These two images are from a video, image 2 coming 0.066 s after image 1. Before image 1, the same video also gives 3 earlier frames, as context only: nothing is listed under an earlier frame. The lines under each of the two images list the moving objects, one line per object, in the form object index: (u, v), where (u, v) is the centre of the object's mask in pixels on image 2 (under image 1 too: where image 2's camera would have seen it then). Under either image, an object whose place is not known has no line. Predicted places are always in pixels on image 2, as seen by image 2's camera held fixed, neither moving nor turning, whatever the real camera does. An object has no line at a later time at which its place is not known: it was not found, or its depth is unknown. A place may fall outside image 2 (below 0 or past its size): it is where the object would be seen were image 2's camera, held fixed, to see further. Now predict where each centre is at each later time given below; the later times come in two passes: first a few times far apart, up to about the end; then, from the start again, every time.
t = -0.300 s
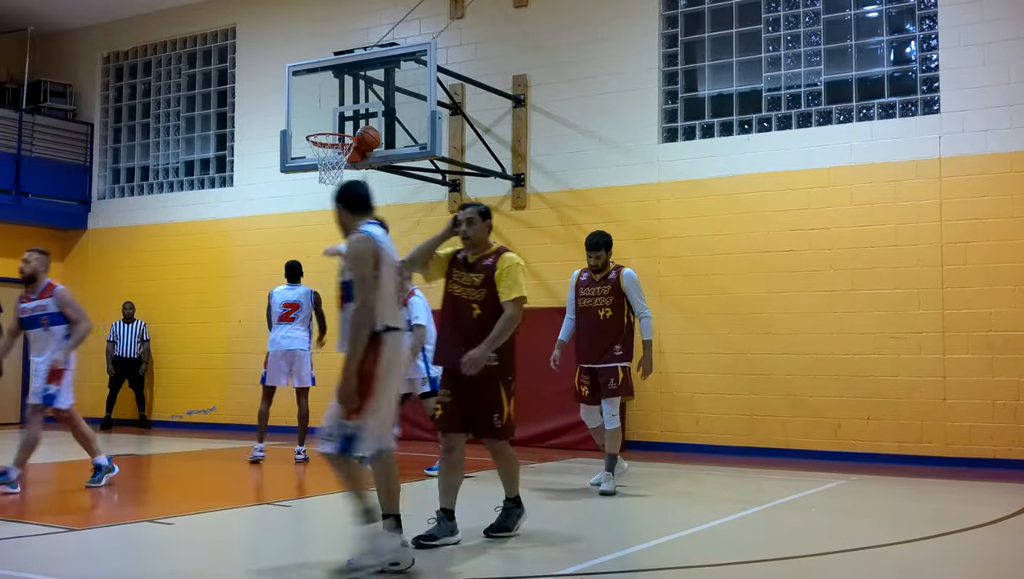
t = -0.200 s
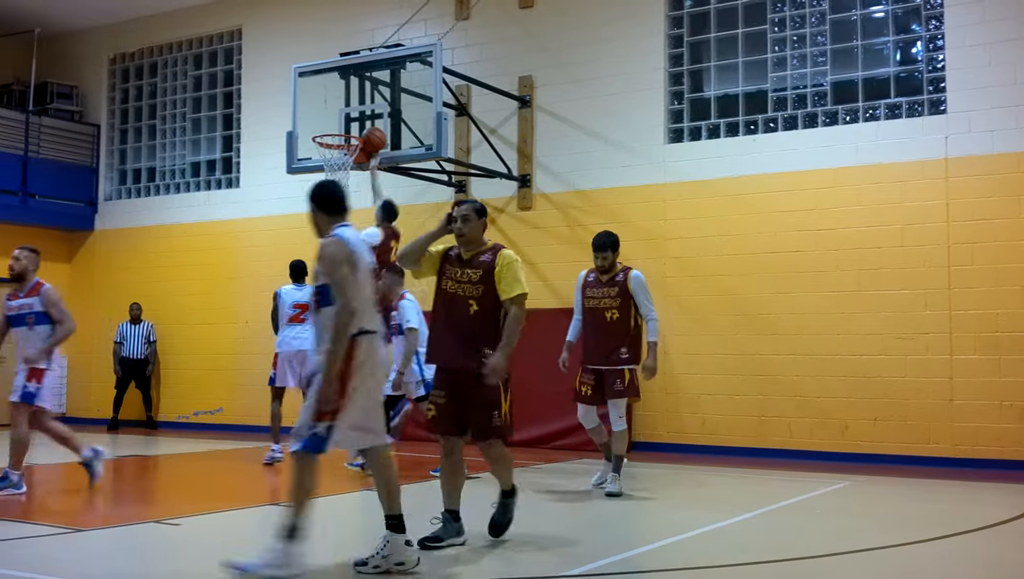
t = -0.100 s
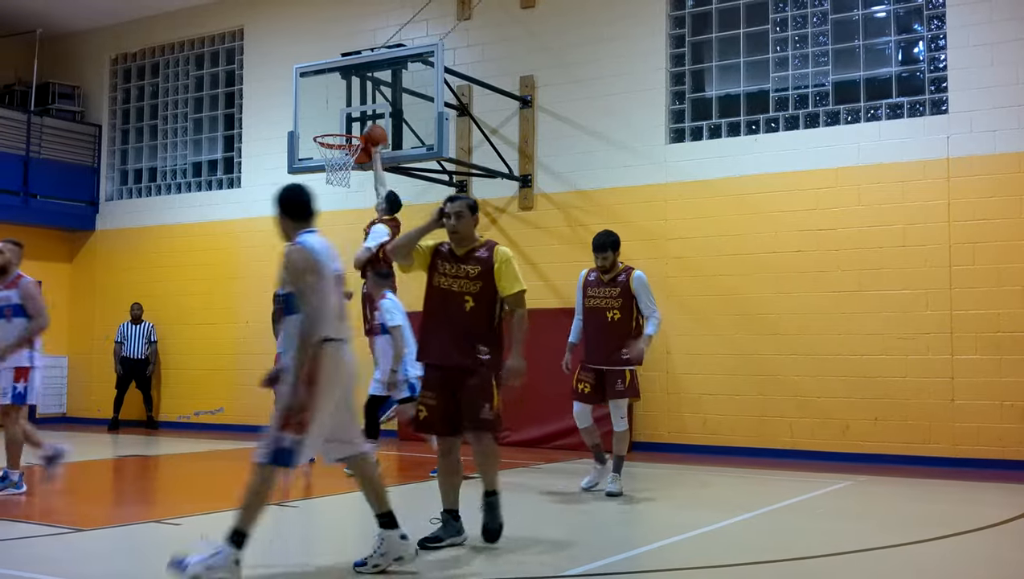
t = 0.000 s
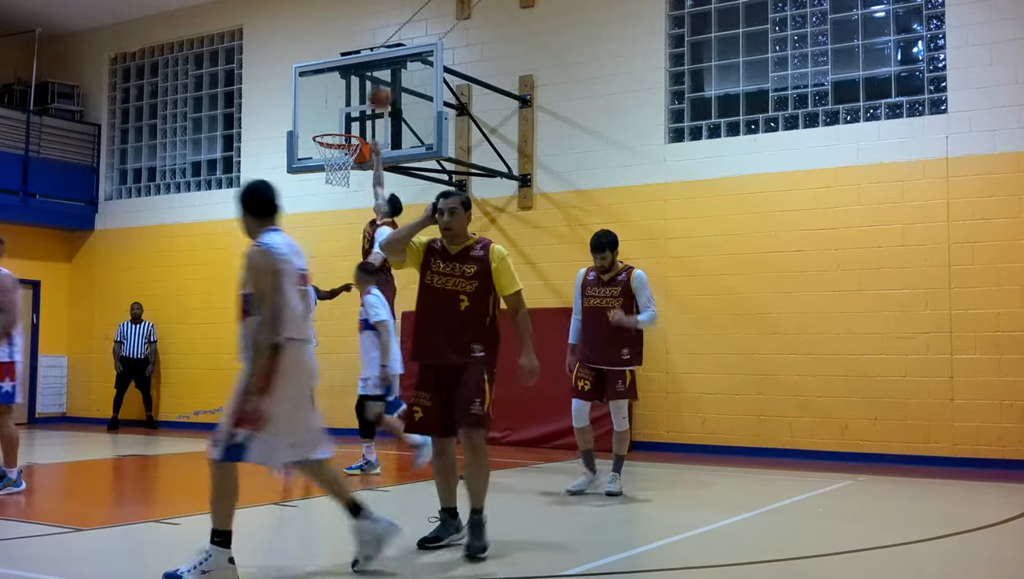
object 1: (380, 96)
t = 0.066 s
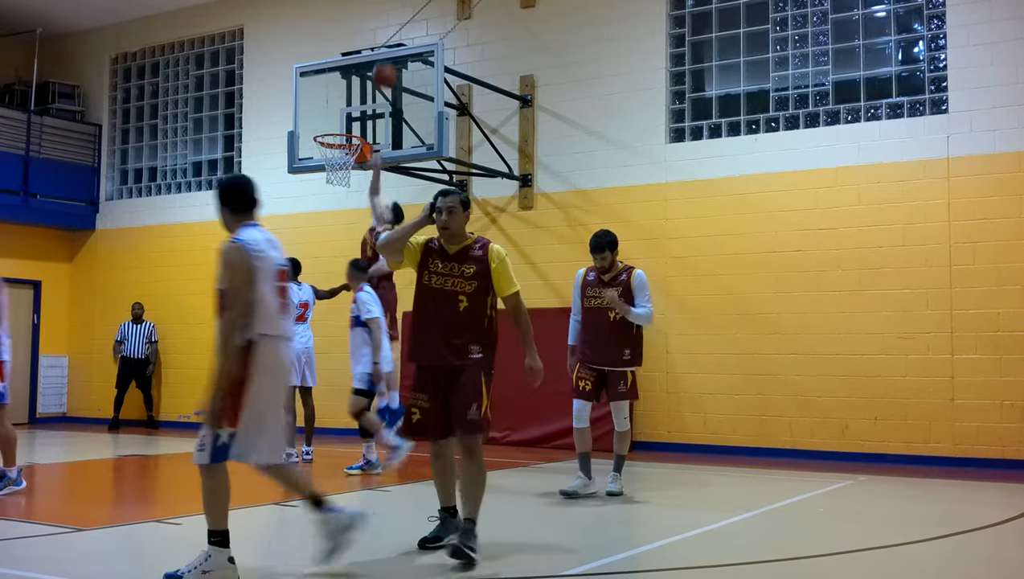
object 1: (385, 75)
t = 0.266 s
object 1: (397, 31)
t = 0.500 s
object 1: (412, 29)
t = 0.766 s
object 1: (429, 101)
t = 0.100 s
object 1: (387, 65)
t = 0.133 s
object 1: (388, 57)
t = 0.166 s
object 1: (391, 48)
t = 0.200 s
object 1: (393, 40)
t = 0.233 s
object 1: (395, 35)
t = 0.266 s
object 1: (397, 31)
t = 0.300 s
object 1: (399, 27)
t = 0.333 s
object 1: (401, 24)
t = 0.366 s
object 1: (403, 23)
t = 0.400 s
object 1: (405, 23)
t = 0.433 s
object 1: (407, 24)
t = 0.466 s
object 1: (410, 26)
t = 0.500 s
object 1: (412, 29)
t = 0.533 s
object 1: (414, 33)
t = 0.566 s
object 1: (416, 39)
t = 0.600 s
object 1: (418, 47)
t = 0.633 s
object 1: (421, 54)
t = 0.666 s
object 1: (423, 63)
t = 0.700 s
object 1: (425, 75)
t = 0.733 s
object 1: (427, 88)
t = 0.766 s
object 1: (429, 101)
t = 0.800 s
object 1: (430, 115)
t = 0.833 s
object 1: (434, 131)
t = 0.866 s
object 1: (437, 148)
